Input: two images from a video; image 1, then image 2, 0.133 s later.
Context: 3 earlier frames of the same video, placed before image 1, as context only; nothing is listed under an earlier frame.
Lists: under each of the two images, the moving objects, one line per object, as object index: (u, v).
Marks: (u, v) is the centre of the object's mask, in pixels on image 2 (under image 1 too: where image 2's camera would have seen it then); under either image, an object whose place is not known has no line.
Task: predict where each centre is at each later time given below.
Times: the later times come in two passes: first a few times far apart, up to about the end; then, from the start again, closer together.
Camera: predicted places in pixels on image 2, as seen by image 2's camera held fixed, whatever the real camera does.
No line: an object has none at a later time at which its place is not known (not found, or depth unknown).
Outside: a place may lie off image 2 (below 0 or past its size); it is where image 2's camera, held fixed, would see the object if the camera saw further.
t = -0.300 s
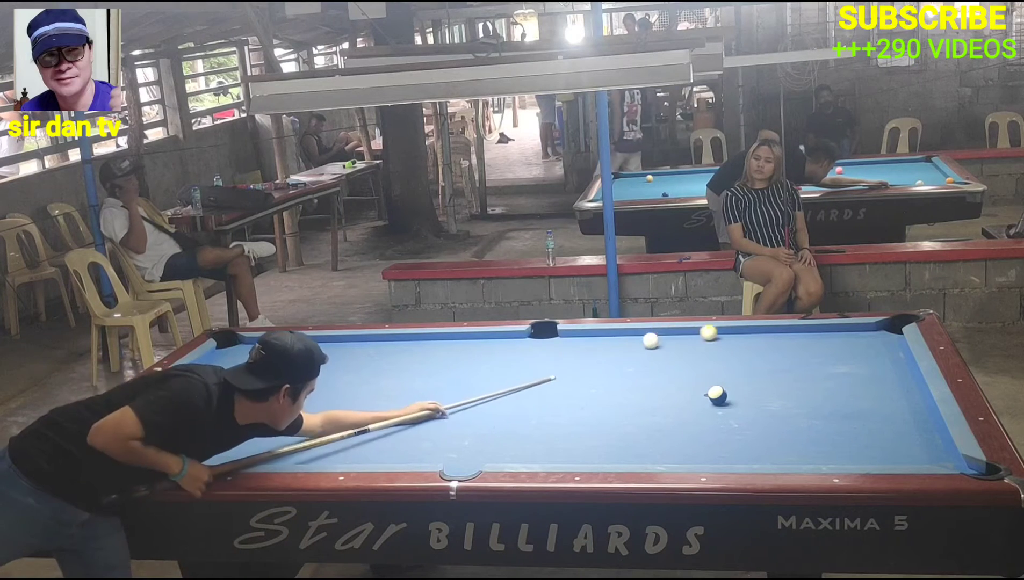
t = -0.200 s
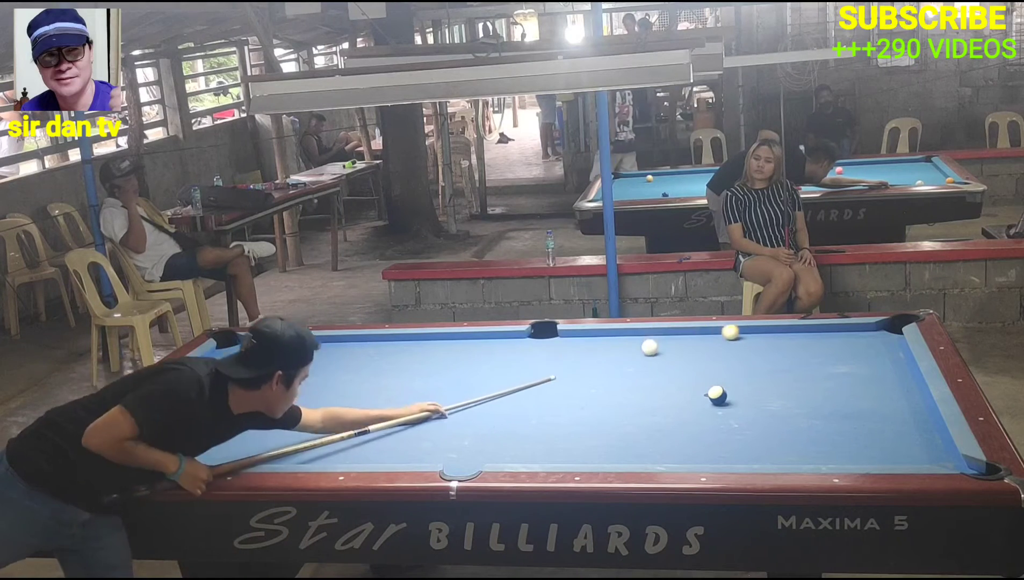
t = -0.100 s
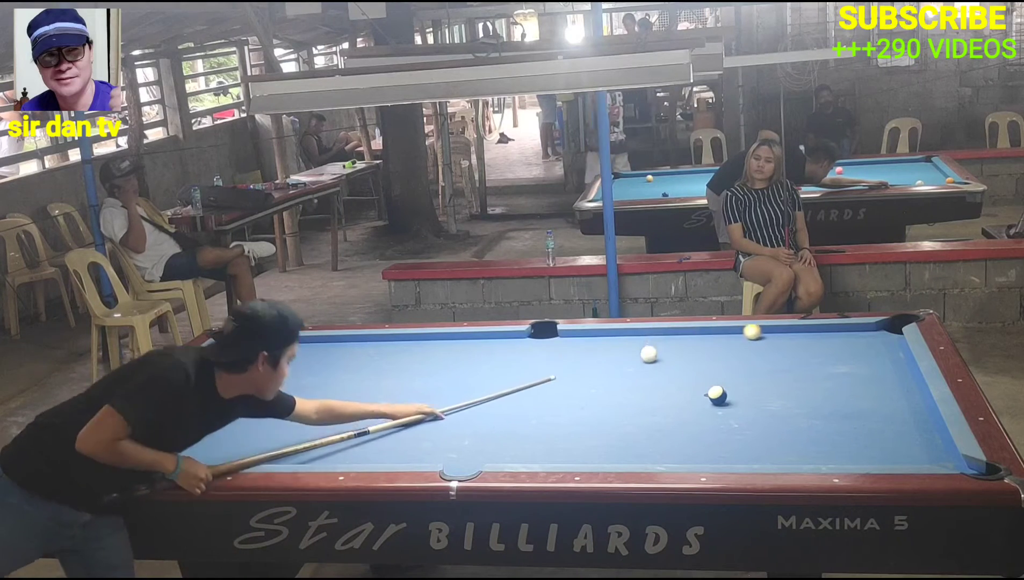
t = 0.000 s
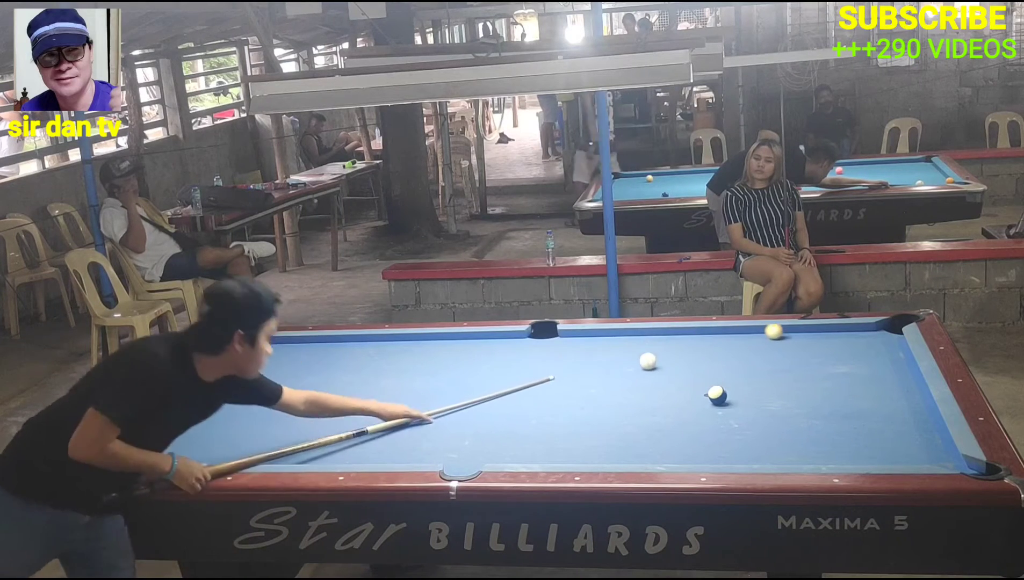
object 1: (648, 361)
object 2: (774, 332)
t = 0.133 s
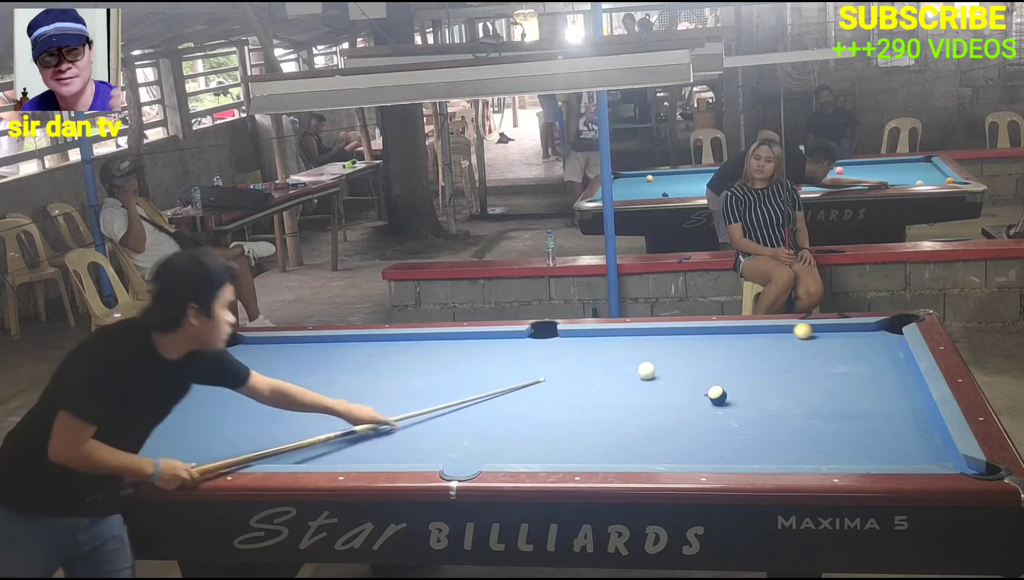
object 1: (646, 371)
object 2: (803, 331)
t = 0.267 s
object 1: (645, 381)
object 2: (831, 330)
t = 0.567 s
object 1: (642, 405)
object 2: (894, 330)
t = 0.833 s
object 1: (639, 427)
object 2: (889, 326)
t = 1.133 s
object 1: (636, 454)
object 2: (898, 327)
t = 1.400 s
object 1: (638, 455)
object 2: (895, 327)
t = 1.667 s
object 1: (643, 443)
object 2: (894, 327)
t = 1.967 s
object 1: (648, 430)
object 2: (894, 327)
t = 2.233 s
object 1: (653, 420)
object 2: (894, 328)
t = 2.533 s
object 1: (658, 410)
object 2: (894, 328)
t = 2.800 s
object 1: (661, 402)
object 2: (894, 327)
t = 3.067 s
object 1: (664, 395)
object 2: (894, 327)
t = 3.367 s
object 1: (667, 389)
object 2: (894, 327)
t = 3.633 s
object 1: (669, 384)
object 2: (894, 327)
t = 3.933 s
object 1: (673, 380)
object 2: (894, 327)
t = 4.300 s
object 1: (675, 375)
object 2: (894, 328)
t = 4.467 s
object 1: (671, 373)
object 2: (894, 327)
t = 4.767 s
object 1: (677, 371)
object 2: (894, 327)
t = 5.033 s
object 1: (677, 370)
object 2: (894, 327)
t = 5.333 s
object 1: (678, 370)
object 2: (894, 328)
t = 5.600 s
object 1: (678, 370)
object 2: (894, 328)
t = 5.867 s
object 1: (678, 370)
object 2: (894, 328)
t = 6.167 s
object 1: (678, 370)
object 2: (894, 328)
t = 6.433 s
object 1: (678, 370)
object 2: (894, 328)
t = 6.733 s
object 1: (678, 370)
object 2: (894, 328)
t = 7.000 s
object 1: (678, 370)
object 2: (894, 328)
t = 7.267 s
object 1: (678, 370)
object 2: (894, 328)
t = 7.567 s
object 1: (678, 370)
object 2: (894, 328)
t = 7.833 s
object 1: (678, 370)
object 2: (894, 328)
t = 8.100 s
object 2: (894, 328)
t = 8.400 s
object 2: (894, 328)
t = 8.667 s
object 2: (894, 328)
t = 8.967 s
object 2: (894, 328)
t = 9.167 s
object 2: (894, 328)
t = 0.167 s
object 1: (646, 374)
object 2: (810, 331)
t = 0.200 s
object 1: (646, 376)
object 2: (817, 331)
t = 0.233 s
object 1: (645, 379)
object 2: (824, 331)
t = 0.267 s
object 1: (645, 381)
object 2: (831, 330)
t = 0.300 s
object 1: (645, 384)
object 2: (838, 331)
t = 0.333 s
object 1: (644, 386)
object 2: (846, 331)
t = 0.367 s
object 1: (644, 389)
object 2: (853, 330)
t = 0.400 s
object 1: (644, 391)
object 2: (860, 330)
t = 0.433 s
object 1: (643, 394)
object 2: (867, 330)
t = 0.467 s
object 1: (643, 397)
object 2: (874, 330)
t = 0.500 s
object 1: (642, 400)
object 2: (881, 330)
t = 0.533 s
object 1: (642, 402)
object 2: (888, 330)
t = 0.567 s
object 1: (642, 405)
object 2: (894, 330)
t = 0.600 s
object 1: (642, 408)
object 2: (892, 329)
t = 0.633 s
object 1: (641, 411)
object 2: (891, 328)
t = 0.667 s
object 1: (641, 413)
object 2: (889, 327)
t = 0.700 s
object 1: (640, 416)
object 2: (887, 326)
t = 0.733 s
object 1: (640, 419)
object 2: (886, 325)
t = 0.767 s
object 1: (640, 422)
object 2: (886, 325)
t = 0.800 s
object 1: (639, 425)
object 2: (888, 325)
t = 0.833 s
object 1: (639, 427)
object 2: (889, 326)
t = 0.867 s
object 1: (639, 430)
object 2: (890, 326)
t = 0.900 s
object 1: (639, 433)
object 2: (891, 326)
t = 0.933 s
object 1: (638, 436)
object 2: (892, 326)
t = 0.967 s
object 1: (638, 439)
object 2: (893, 326)
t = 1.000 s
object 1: (637, 442)
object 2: (894, 327)
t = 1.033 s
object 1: (637, 445)
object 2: (895, 327)
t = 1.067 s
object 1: (637, 448)
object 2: (896, 327)
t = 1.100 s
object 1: (637, 451)
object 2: (897, 327)
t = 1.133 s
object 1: (636, 454)
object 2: (898, 327)
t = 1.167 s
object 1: (636, 456)
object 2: (898, 327)
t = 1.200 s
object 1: (636, 458)
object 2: (898, 327)
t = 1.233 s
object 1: (636, 459)
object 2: (897, 327)
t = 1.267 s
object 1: (636, 459)
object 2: (897, 327)
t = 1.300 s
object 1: (637, 458)
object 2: (896, 327)
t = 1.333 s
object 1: (637, 457)
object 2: (896, 327)
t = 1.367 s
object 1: (638, 456)
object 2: (896, 327)
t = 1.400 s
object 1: (638, 455)
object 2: (895, 327)
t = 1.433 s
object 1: (639, 454)
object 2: (895, 327)
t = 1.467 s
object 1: (639, 453)
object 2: (895, 327)
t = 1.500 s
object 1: (640, 450)
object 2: (895, 327)
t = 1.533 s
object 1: (641, 449)
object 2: (895, 327)
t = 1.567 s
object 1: (641, 447)
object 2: (894, 327)
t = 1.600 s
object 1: (642, 445)
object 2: (894, 327)
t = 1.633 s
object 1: (643, 444)
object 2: (894, 327)
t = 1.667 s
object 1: (643, 443)
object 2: (894, 327)
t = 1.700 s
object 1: (644, 441)
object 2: (894, 327)
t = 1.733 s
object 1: (644, 440)
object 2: (894, 327)
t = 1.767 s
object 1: (645, 438)
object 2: (894, 327)
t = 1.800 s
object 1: (646, 437)
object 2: (894, 327)
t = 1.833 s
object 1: (646, 435)
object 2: (894, 327)
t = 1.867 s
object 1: (647, 434)
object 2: (894, 327)
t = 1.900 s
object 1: (647, 432)
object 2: (894, 328)
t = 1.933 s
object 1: (648, 431)
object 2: (894, 327)
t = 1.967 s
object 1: (648, 430)
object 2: (894, 327)
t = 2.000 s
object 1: (649, 428)
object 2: (894, 327)
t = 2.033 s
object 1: (650, 427)
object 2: (894, 328)
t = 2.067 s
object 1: (650, 426)
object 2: (894, 328)
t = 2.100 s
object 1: (651, 425)
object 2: (894, 328)
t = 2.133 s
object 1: (651, 423)
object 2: (894, 328)
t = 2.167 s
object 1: (652, 422)
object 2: (894, 328)
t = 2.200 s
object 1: (652, 421)
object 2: (894, 328)
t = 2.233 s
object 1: (653, 420)
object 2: (894, 328)
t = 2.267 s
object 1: (653, 419)
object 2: (894, 328)
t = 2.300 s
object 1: (654, 417)
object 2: (894, 328)
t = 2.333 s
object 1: (654, 416)
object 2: (894, 328)
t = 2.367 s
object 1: (655, 415)
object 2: (894, 328)
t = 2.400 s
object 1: (655, 414)
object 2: (894, 328)
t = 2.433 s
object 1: (656, 413)
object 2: (894, 328)
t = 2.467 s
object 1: (657, 412)
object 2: (894, 328)
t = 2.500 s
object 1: (657, 411)
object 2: (894, 328)
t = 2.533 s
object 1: (658, 410)
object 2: (894, 328)
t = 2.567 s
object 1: (658, 409)
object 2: (894, 328)
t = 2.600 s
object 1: (658, 408)
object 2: (894, 328)
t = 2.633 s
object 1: (659, 407)
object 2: (894, 328)
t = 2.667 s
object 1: (659, 406)
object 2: (894, 328)
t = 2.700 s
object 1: (660, 405)
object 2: (894, 328)
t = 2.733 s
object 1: (660, 404)
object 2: (894, 328)
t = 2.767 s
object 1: (661, 403)
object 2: (894, 327)
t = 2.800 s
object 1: (661, 402)
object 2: (894, 327)
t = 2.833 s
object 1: (661, 401)
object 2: (894, 327)
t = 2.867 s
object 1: (662, 400)
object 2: (894, 327)
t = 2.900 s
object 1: (662, 400)
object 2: (894, 327)
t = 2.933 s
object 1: (663, 399)
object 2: (894, 327)
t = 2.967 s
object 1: (663, 398)
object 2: (894, 327)
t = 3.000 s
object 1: (663, 397)
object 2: (894, 327)
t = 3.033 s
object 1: (664, 396)
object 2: (894, 327)
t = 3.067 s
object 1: (664, 395)
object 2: (894, 327)
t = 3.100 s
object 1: (664, 395)
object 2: (894, 327)
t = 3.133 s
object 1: (665, 394)
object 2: (894, 327)
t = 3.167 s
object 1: (665, 393)
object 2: (894, 327)
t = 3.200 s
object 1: (666, 392)
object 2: (893, 327)
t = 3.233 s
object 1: (666, 392)
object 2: (893, 327)
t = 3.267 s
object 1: (666, 391)
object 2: (894, 327)
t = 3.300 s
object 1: (667, 390)
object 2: (893, 327)
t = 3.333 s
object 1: (667, 390)
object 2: (894, 327)
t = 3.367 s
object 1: (667, 389)
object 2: (894, 327)
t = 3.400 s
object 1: (667, 389)
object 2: (894, 327)
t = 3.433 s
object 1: (668, 388)
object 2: (894, 327)
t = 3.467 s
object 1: (668, 387)
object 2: (894, 327)
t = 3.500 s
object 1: (668, 387)
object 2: (894, 327)
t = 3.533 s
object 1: (668, 386)
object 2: (894, 327)
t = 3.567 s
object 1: (669, 385)
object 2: (894, 327)
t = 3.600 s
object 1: (669, 385)
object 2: (894, 327)
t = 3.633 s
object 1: (669, 384)
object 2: (894, 327)
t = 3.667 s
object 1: (670, 384)
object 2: (894, 327)
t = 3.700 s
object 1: (670, 383)
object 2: (893, 327)
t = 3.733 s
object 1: (671, 382)
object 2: (893, 327)
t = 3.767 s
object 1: (671, 382)
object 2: (894, 327)
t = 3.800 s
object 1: (671, 381)
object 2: (894, 327)
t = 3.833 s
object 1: (672, 381)
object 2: (894, 327)
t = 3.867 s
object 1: (672, 381)
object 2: (894, 327)
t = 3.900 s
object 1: (672, 380)
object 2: (894, 327)
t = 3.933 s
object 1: (673, 380)
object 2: (894, 327)
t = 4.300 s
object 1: (675, 375)
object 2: (894, 328)
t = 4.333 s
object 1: (675, 375)
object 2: (894, 328)
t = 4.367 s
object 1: (675, 374)
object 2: (894, 327)
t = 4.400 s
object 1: (675, 374)
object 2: (894, 327)
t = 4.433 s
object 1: (675, 374)
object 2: (894, 327)
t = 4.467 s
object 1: (671, 373)
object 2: (894, 327)
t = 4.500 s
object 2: (894, 327)
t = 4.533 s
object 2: (894, 327)
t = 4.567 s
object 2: (894, 327)
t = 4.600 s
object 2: (894, 327)
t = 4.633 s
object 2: (894, 327)
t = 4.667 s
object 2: (894, 327)
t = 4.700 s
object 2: (894, 327)
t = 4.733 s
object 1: (681, 369)
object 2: (894, 327)
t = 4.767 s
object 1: (677, 371)
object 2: (894, 327)
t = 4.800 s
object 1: (677, 371)
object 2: (894, 327)
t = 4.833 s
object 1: (677, 371)
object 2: (894, 327)
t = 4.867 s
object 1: (677, 371)
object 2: (894, 327)
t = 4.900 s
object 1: (677, 371)
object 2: (894, 327)
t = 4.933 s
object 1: (677, 370)
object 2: (894, 327)
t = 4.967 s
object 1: (677, 370)
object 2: (894, 327)
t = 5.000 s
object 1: (677, 370)
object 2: (894, 327)
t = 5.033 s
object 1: (677, 370)
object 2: (894, 327)
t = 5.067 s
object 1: (677, 370)
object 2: (894, 328)
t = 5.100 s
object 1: (677, 370)
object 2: (894, 328)
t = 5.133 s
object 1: (677, 370)
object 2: (894, 328)
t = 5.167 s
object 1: (677, 370)
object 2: (894, 328)
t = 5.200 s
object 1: (678, 370)
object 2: (894, 328)
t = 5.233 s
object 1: (678, 370)
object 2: (894, 328)
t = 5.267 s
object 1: (678, 370)
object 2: (894, 328)
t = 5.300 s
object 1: (678, 370)
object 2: (894, 328)
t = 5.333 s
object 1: (678, 370)
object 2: (894, 328)
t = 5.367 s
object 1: (678, 370)
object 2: (894, 328)
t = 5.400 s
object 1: (678, 370)
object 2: (894, 328)
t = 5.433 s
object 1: (678, 370)
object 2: (894, 328)
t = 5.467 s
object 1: (678, 370)
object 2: (894, 328)
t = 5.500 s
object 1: (678, 370)
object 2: (894, 328)
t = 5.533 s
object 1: (678, 370)
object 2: (894, 328)
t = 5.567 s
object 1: (678, 370)
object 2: (894, 328)
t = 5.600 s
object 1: (678, 370)
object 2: (894, 328)
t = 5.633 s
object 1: (678, 370)
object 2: (894, 328)
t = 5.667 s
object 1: (678, 370)
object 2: (894, 328)
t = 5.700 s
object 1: (678, 370)
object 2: (894, 328)
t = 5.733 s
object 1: (678, 370)
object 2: (894, 328)
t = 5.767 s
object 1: (678, 370)
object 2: (894, 328)
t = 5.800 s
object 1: (678, 370)
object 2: (894, 328)
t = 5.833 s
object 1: (678, 370)
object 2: (894, 328)
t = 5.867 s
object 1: (678, 370)
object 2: (894, 328)
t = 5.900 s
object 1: (678, 370)
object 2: (894, 328)
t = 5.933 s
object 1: (678, 370)
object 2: (894, 328)
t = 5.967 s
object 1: (678, 370)
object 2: (894, 328)
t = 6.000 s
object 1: (678, 370)
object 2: (894, 328)
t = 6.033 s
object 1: (678, 370)
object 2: (894, 328)
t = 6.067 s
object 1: (678, 370)
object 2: (894, 328)
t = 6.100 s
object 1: (678, 370)
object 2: (894, 328)
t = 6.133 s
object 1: (678, 370)
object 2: (894, 328)
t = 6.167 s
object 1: (678, 370)
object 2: (894, 328)
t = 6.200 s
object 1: (678, 370)
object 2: (894, 328)
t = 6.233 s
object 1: (678, 370)
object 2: (894, 328)
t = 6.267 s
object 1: (678, 370)
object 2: (894, 328)
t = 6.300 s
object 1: (678, 370)
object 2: (894, 328)
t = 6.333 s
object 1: (678, 370)
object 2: (894, 328)
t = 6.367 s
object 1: (678, 370)
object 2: (894, 328)
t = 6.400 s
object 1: (678, 370)
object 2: (894, 328)
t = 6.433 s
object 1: (678, 370)
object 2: (894, 328)
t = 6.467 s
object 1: (678, 370)
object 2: (894, 328)
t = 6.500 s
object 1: (678, 370)
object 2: (894, 328)
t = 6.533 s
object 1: (678, 370)
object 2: (894, 328)
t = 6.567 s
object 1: (678, 370)
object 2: (894, 328)
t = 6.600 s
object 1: (678, 370)
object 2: (894, 328)
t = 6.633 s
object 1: (678, 370)
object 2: (894, 328)
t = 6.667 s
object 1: (678, 370)
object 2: (894, 328)
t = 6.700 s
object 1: (678, 370)
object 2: (894, 327)
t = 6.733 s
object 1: (678, 370)
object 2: (894, 328)
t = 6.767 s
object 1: (678, 370)
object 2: (894, 328)
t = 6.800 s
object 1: (678, 370)
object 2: (894, 328)
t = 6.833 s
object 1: (678, 370)
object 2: (894, 328)
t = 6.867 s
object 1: (678, 370)
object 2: (894, 328)
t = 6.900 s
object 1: (678, 370)
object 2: (894, 328)
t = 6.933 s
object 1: (678, 370)
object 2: (894, 328)
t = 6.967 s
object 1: (678, 370)
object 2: (894, 328)
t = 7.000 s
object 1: (678, 370)
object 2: (894, 328)
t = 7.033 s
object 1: (678, 370)
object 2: (894, 328)
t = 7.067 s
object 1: (678, 370)
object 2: (894, 328)
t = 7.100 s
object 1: (678, 370)
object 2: (894, 328)
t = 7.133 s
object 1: (678, 370)
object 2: (894, 328)
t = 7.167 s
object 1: (678, 370)
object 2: (894, 328)
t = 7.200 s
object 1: (678, 370)
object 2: (894, 328)
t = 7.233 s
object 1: (678, 370)
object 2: (894, 328)
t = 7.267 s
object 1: (678, 370)
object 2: (894, 328)
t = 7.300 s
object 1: (678, 370)
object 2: (894, 328)
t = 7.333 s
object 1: (678, 370)
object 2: (894, 328)
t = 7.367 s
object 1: (678, 370)
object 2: (894, 328)
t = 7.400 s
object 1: (678, 370)
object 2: (894, 328)
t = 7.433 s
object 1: (678, 370)
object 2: (894, 328)
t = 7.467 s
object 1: (678, 370)
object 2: (894, 328)
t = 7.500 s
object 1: (678, 370)
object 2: (894, 328)
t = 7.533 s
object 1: (678, 370)
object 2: (894, 328)
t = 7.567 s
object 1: (678, 370)
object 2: (894, 328)
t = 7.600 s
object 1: (678, 370)
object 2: (894, 328)
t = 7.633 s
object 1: (678, 370)
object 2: (894, 328)
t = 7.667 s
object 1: (678, 370)
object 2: (894, 328)
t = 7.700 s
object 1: (678, 370)
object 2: (894, 328)
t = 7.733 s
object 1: (678, 370)
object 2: (894, 328)
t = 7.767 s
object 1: (678, 370)
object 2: (894, 328)
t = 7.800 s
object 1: (678, 370)
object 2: (894, 328)
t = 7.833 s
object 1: (678, 370)
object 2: (894, 328)
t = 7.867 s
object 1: (678, 370)
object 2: (894, 328)
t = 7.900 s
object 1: (678, 370)
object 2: (894, 328)
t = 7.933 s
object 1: (678, 370)
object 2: (894, 328)
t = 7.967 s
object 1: (678, 370)
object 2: (894, 328)
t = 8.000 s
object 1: (678, 370)
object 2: (894, 328)
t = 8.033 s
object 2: (894, 328)
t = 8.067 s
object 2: (894, 328)
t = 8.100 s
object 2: (894, 328)
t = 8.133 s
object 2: (894, 328)
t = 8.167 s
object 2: (894, 328)
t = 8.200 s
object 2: (894, 328)
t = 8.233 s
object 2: (894, 328)
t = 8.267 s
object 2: (894, 328)
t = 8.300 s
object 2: (894, 328)
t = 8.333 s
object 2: (894, 328)
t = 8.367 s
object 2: (894, 328)
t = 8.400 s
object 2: (894, 328)
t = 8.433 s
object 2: (894, 328)
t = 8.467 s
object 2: (894, 328)
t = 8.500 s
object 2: (894, 328)
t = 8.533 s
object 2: (894, 328)
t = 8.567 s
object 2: (894, 328)
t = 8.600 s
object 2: (894, 328)
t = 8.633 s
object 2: (894, 328)
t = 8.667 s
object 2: (894, 328)
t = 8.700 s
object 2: (894, 328)
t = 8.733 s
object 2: (894, 328)
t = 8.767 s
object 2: (894, 328)
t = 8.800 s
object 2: (894, 328)
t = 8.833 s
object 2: (894, 328)
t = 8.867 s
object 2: (894, 328)
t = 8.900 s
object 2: (894, 328)
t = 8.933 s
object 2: (894, 328)
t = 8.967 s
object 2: (894, 328)
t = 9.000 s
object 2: (894, 328)
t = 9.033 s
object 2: (894, 328)
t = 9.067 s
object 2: (894, 328)
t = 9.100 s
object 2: (894, 328)
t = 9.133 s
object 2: (894, 328)
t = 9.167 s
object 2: (894, 328)
